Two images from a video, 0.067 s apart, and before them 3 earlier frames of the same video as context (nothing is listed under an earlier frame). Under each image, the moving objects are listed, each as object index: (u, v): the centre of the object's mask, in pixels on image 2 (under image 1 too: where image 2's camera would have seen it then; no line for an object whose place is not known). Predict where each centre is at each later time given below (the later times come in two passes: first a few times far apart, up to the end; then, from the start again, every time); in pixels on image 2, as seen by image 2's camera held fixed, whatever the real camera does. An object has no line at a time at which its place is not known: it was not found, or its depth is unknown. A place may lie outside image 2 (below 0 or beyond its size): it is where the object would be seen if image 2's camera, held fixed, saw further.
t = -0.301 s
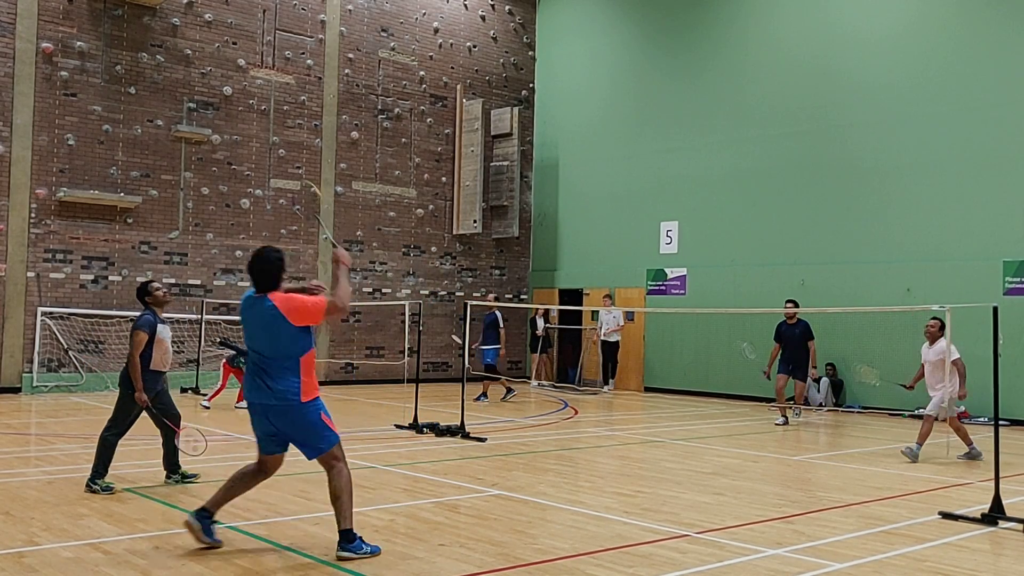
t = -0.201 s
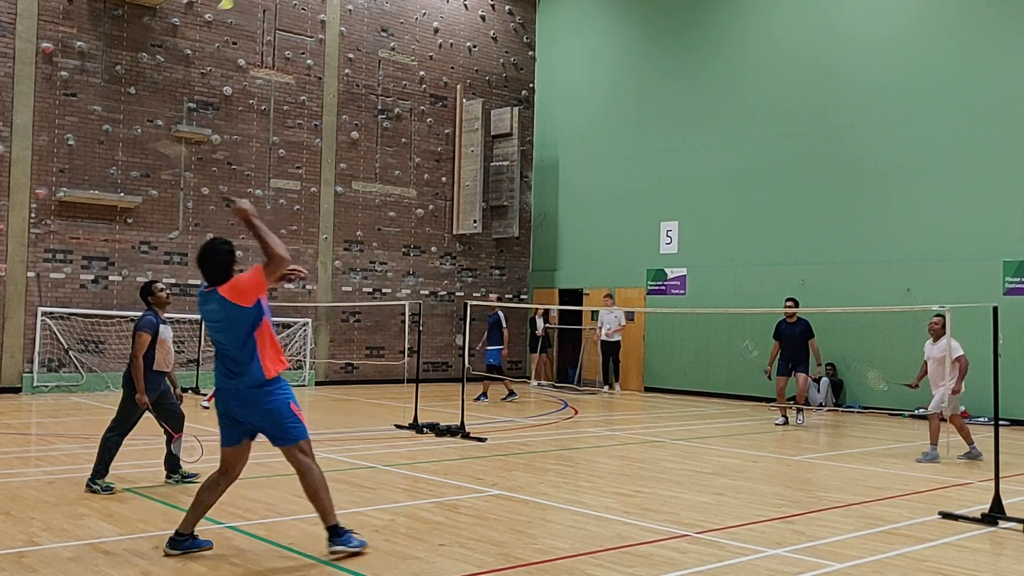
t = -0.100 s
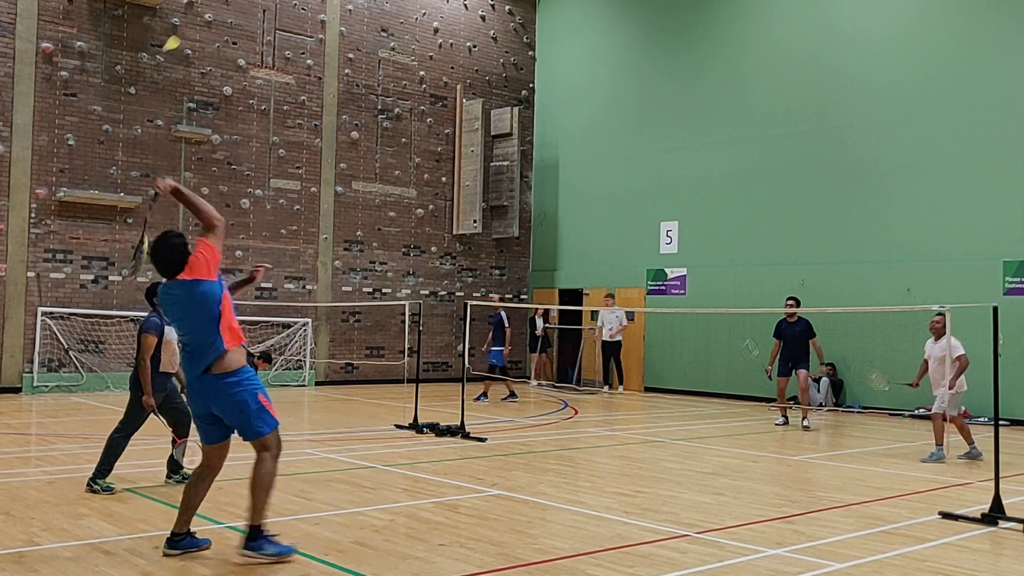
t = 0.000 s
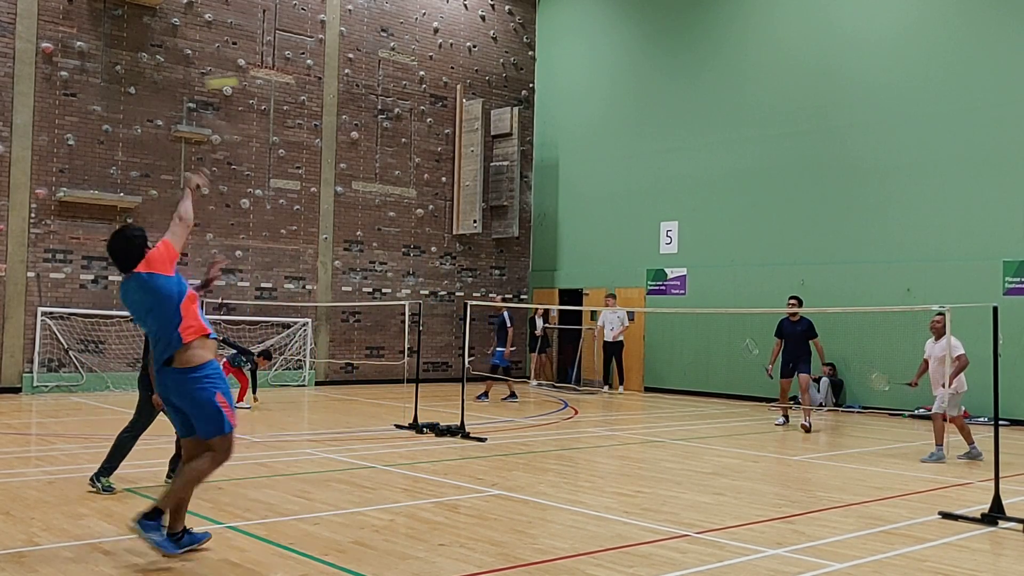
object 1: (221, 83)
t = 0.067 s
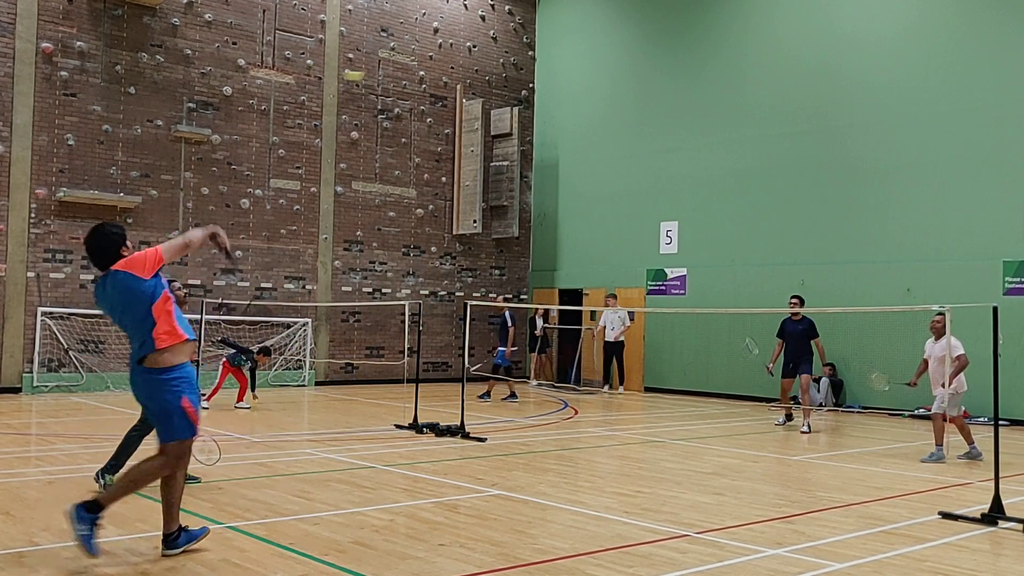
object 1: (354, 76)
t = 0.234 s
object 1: (501, 90)
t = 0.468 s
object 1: (587, 133)
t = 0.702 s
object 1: (633, 193)
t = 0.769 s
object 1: (642, 213)
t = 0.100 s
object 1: (396, 75)
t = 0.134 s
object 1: (431, 77)
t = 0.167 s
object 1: (458, 82)
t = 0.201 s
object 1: (482, 85)
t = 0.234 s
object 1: (501, 90)
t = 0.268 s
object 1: (519, 95)
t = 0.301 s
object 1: (533, 100)
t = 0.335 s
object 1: (546, 106)
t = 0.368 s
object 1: (558, 112)
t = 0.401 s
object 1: (568, 118)
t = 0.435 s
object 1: (578, 125)
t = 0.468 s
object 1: (587, 133)
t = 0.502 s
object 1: (595, 140)
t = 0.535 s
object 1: (603, 148)
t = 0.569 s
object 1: (609, 157)
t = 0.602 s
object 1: (616, 165)
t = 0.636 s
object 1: (622, 174)
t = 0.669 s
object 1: (627, 183)
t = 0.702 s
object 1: (633, 193)
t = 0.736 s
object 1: (638, 203)
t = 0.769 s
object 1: (642, 213)
